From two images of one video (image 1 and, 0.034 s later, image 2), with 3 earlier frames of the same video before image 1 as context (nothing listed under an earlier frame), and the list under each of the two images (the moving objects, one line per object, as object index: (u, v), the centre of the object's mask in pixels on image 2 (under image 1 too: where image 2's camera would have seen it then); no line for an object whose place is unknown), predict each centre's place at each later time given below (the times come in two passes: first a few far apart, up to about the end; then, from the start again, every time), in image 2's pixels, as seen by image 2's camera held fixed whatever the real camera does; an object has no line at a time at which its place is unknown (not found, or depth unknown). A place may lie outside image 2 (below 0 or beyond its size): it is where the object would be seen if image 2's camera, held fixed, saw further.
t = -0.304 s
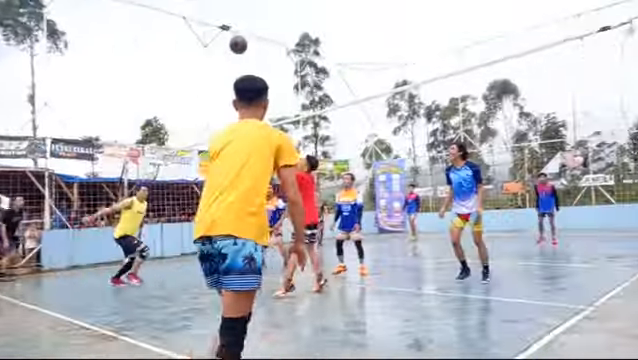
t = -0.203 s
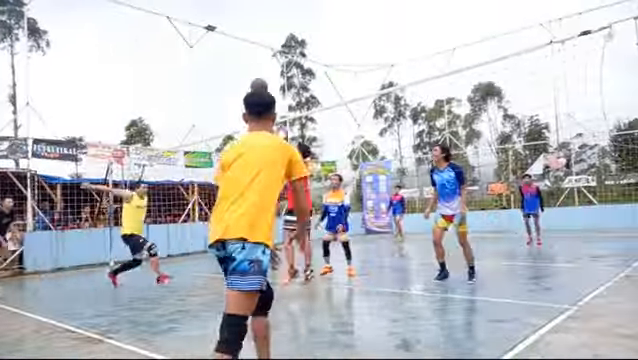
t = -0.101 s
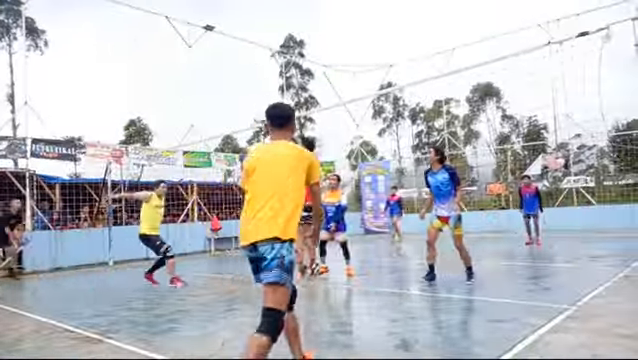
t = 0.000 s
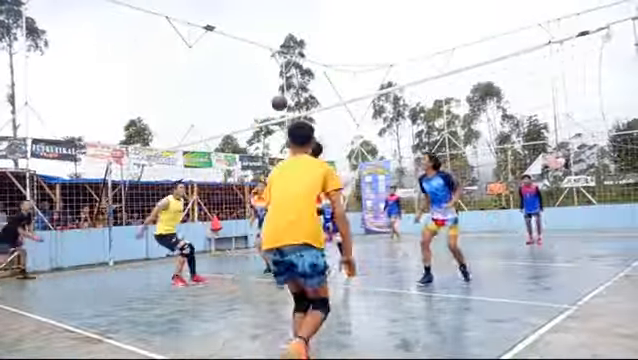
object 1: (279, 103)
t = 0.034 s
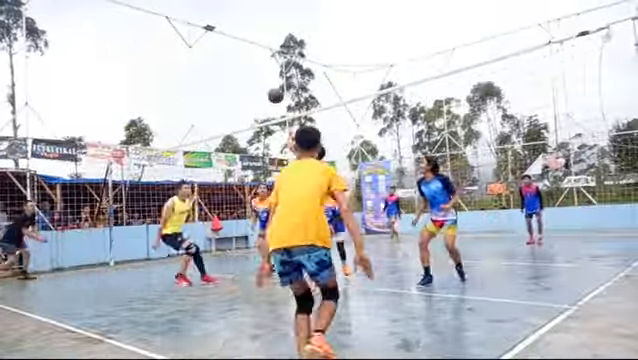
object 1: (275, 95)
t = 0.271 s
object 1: (251, 69)
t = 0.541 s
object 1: (230, 87)
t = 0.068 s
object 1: (271, 89)
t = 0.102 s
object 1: (268, 83)
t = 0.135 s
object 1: (264, 79)
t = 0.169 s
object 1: (261, 75)
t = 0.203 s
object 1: (258, 72)
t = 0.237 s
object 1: (254, 71)
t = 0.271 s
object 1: (251, 69)
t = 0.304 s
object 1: (248, 69)
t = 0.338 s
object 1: (245, 69)
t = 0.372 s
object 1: (243, 71)
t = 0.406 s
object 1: (240, 73)
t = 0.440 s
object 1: (237, 75)
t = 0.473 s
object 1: (235, 79)
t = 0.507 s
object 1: (233, 83)
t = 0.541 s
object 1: (230, 87)
